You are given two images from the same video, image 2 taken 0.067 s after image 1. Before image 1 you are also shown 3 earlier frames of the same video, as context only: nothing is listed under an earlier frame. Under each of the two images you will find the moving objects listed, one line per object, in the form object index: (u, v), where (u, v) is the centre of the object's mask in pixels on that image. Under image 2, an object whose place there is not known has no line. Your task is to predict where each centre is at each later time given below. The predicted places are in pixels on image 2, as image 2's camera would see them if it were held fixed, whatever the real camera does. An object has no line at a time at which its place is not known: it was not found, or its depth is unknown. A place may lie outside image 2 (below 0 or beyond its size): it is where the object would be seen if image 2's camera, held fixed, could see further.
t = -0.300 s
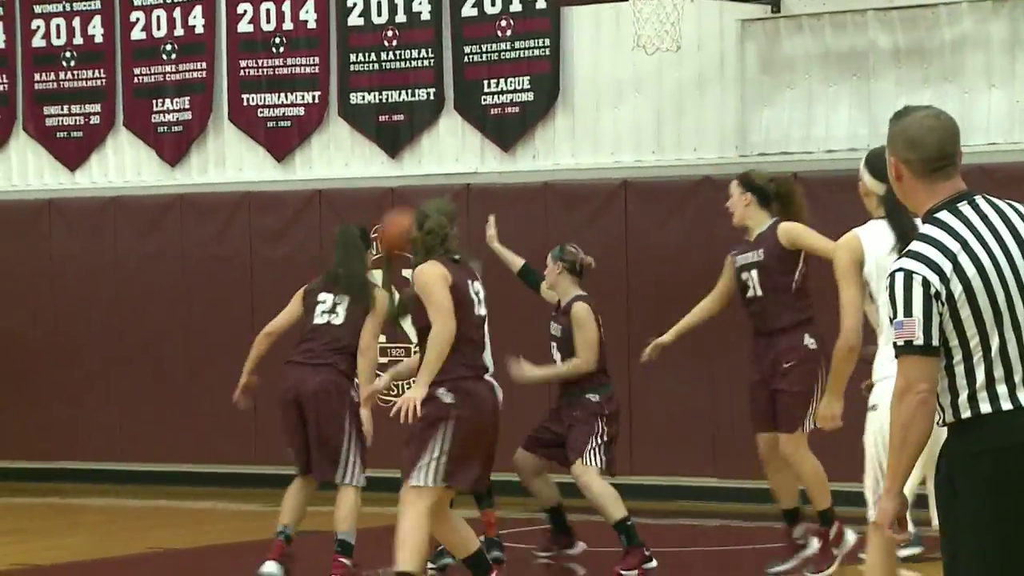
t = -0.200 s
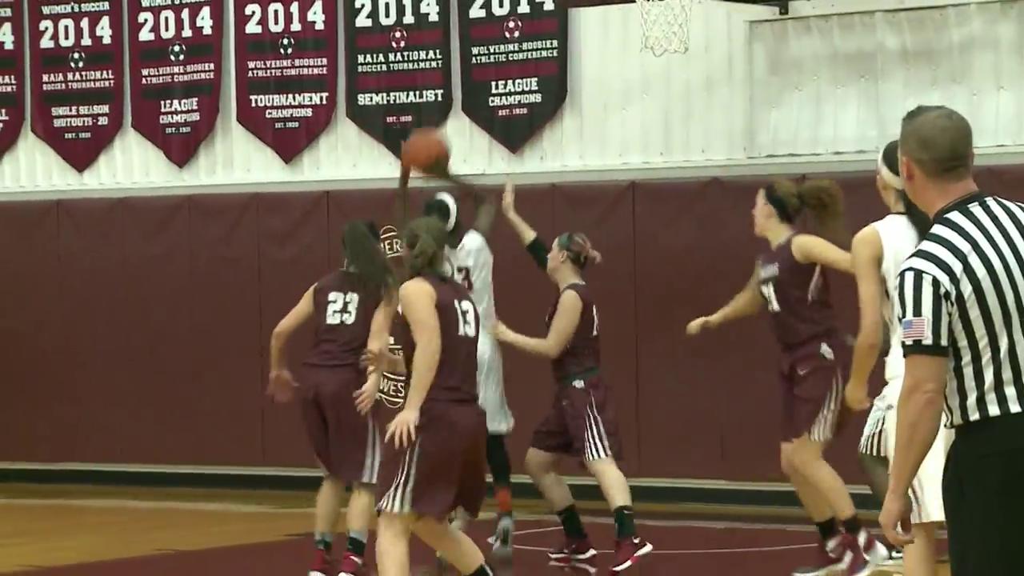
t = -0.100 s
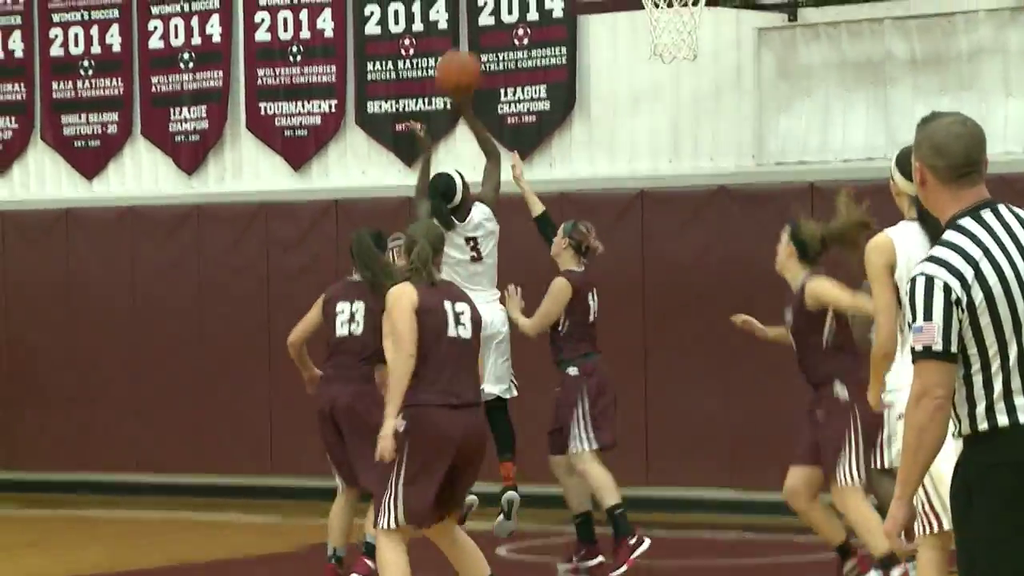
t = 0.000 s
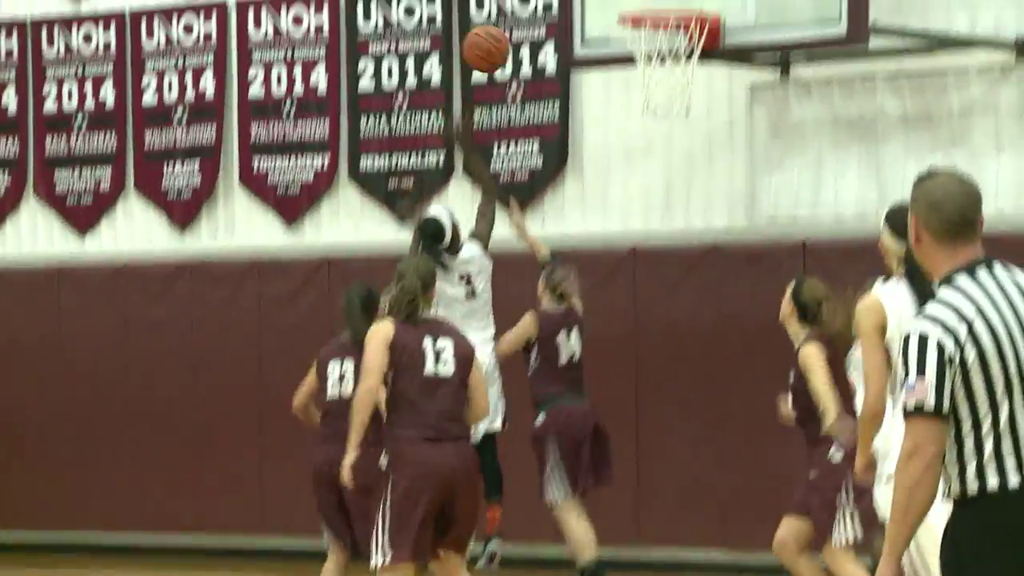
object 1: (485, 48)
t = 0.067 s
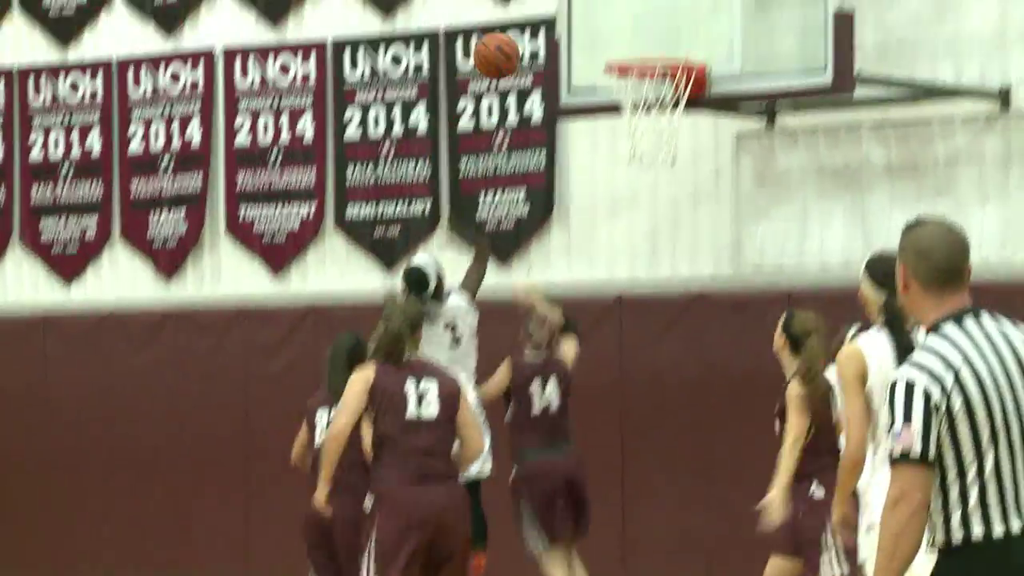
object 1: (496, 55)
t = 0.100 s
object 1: (509, 39)
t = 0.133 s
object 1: (520, 22)
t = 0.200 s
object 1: (544, -2)
